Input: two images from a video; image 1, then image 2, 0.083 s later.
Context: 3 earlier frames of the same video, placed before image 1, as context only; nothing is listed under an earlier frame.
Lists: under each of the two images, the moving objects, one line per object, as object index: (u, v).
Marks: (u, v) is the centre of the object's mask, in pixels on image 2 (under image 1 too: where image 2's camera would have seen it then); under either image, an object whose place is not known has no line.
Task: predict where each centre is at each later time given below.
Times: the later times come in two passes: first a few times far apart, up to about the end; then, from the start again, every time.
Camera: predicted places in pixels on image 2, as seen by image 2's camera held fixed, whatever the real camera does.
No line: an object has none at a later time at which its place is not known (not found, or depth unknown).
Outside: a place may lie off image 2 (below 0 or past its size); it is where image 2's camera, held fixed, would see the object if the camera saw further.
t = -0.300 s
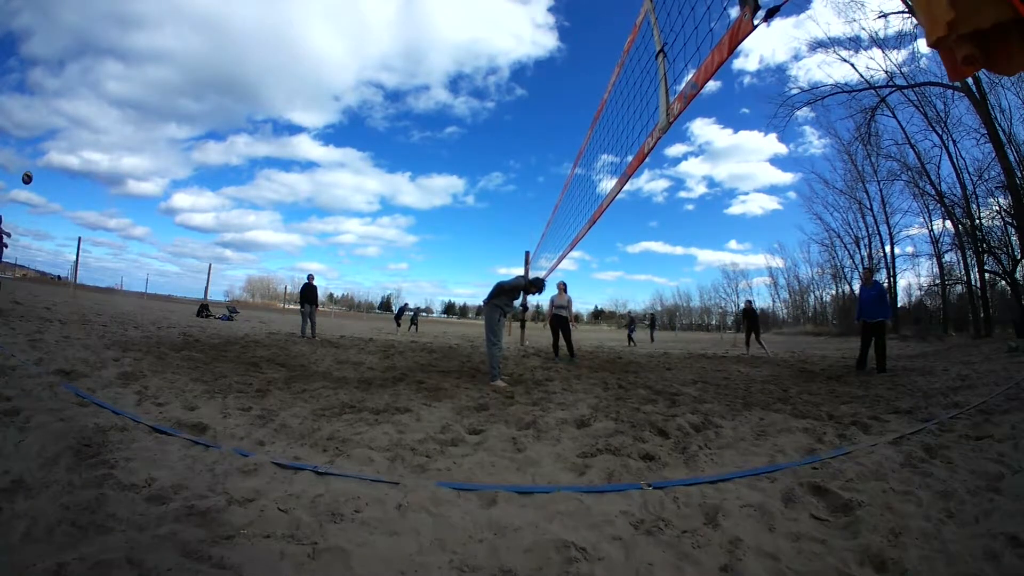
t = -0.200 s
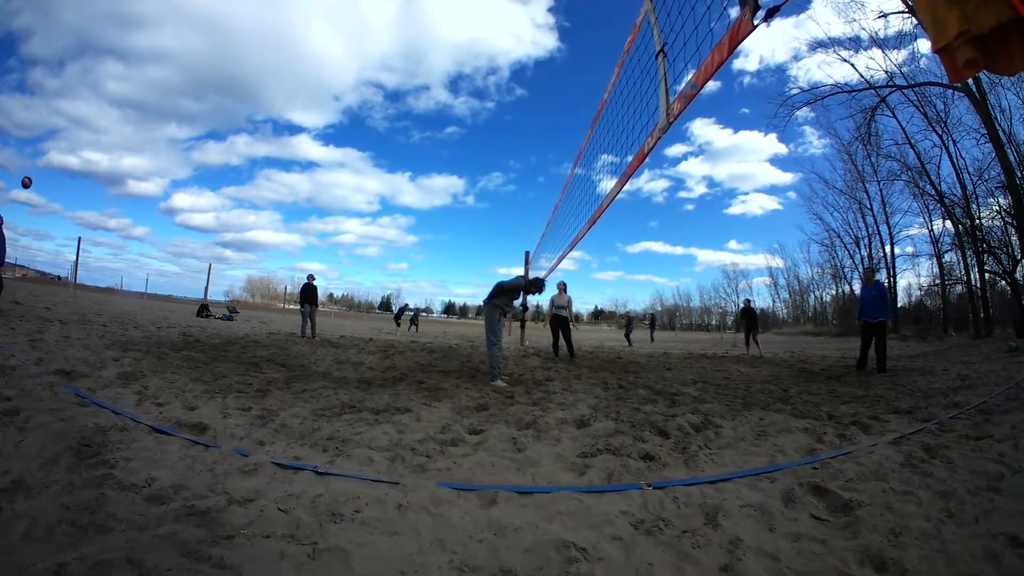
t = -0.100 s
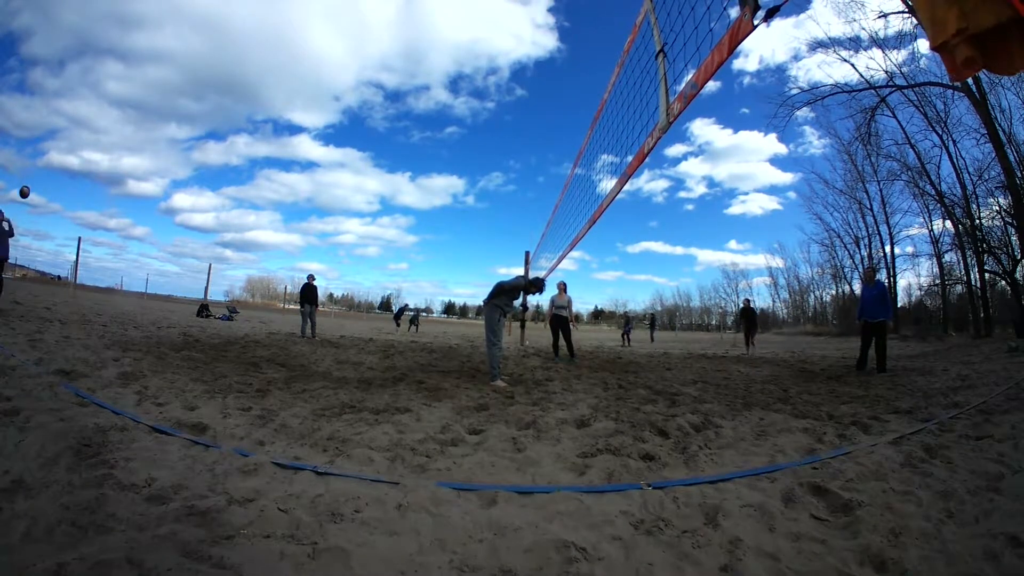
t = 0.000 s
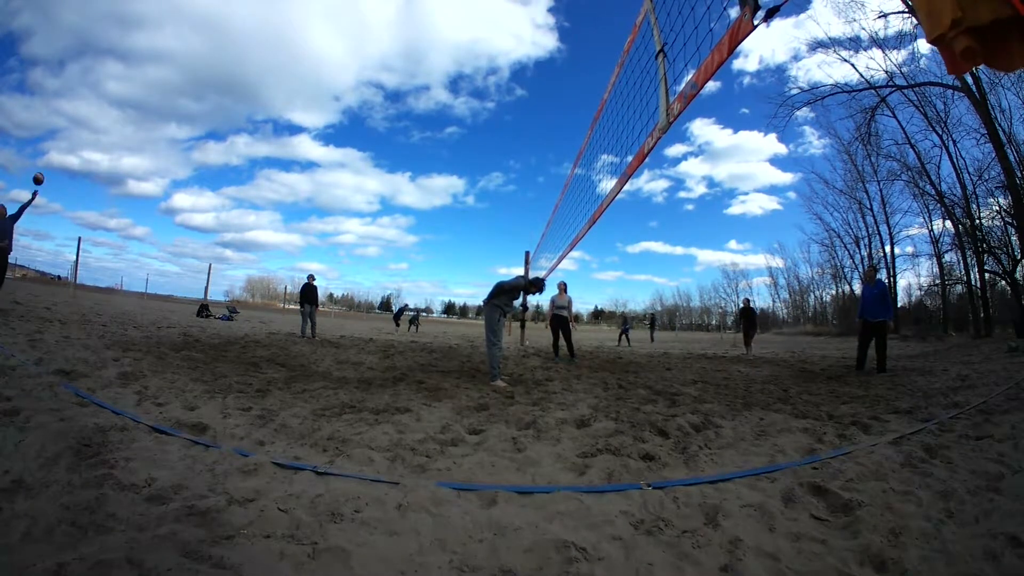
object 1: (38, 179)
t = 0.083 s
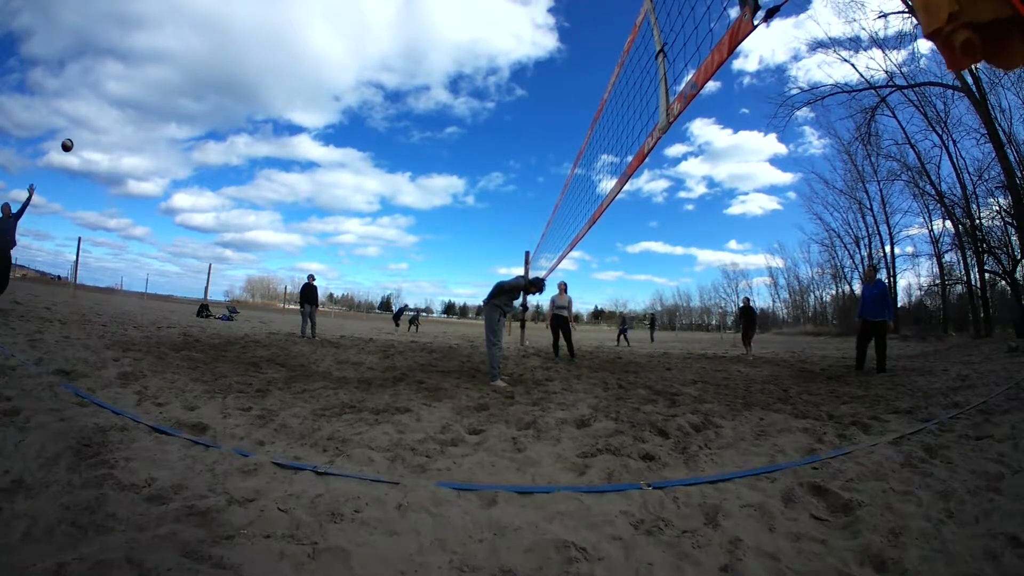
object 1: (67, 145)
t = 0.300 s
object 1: (159, 78)
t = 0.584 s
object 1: (301, 49)
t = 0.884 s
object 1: (452, 90)
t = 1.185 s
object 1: (587, 198)
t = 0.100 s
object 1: (73, 139)
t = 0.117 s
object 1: (80, 133)
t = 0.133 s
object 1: (86, 127)
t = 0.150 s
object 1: (93, 121)
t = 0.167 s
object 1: (100, 115)
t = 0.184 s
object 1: (107, 110)
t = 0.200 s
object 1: (114, 105)
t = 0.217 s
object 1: (121, 100)
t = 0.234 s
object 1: (128, 95)
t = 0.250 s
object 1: (136, 91)
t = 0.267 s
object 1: (144, 86)
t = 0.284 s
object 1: (151, 82)
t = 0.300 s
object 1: (159, 78)
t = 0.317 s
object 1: (167, 75)
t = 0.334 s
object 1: (175, 72)
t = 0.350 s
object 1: (183, 68)
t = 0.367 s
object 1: (191, 66)
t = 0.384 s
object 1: (199, 63)
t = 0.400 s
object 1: (207, 60)
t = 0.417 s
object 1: (216, 58)
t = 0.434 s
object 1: (224, 56)
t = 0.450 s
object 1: (232, 55)
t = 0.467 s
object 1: (241, 53)
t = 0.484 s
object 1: (249, 52)
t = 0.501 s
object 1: (258, 50)
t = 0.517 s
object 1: (266, 50)
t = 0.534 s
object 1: (275, 49)
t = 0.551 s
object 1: (283, 49)
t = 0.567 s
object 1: (292, 48)
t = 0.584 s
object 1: (301, 49)
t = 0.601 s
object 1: (309, 49)
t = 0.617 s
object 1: (318, 49)
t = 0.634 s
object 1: (326, 50)
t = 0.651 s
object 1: (335, 51)
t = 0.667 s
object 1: (344, 52)
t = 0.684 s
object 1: (352, 54)
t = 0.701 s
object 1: (361, 56)
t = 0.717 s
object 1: (369, 58)
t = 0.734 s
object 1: (377, 60)
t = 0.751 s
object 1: (386, 62)
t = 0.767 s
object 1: (394, 65)
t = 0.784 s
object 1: (403, 68)
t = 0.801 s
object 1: (411, 71)
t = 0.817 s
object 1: (419, 74)
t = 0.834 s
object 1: (428, 78)
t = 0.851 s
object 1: (436, 81)
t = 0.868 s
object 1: (444, 85)
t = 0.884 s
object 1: (452, 90)
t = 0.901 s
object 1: (460, 94)
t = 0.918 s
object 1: (468, 98)
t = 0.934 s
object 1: (476, 103)
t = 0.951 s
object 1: (484, 108)
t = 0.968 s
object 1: (492, 113)
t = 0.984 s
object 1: (500, 118)
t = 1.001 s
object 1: (507, 124)
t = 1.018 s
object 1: (515, 130)
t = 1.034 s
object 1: (523, 136)
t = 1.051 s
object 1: (530, 142)
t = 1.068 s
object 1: (537, 149)
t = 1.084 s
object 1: (545, 155)
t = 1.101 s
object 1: (552, 162)
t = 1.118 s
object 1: (560, 169)
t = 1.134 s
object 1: (566, 176)
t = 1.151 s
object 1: (574, 183)
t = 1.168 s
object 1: (580, 191)
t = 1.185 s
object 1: (587, 198)
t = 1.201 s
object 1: (592, 205)
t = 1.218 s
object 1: (601, 216)
